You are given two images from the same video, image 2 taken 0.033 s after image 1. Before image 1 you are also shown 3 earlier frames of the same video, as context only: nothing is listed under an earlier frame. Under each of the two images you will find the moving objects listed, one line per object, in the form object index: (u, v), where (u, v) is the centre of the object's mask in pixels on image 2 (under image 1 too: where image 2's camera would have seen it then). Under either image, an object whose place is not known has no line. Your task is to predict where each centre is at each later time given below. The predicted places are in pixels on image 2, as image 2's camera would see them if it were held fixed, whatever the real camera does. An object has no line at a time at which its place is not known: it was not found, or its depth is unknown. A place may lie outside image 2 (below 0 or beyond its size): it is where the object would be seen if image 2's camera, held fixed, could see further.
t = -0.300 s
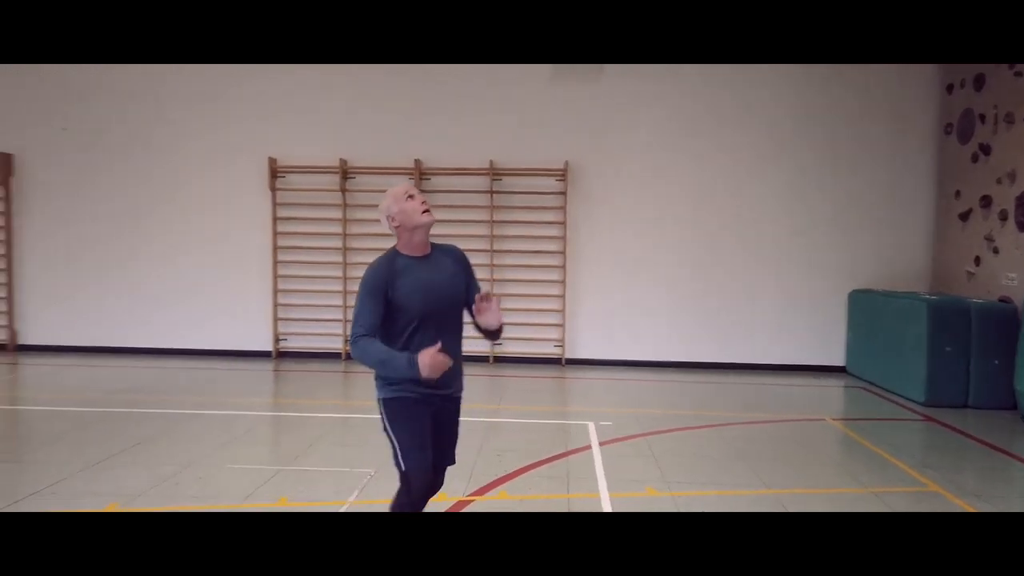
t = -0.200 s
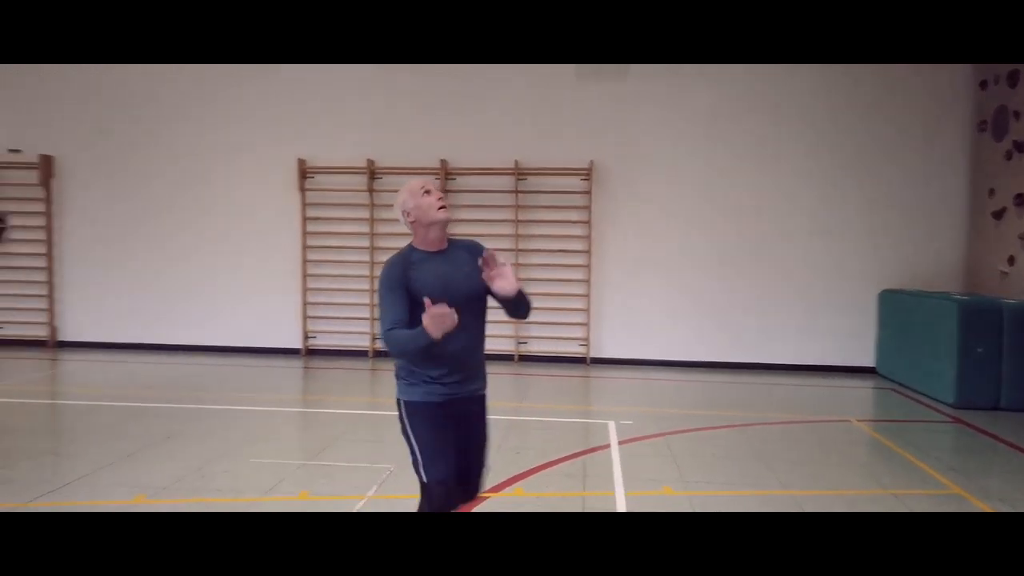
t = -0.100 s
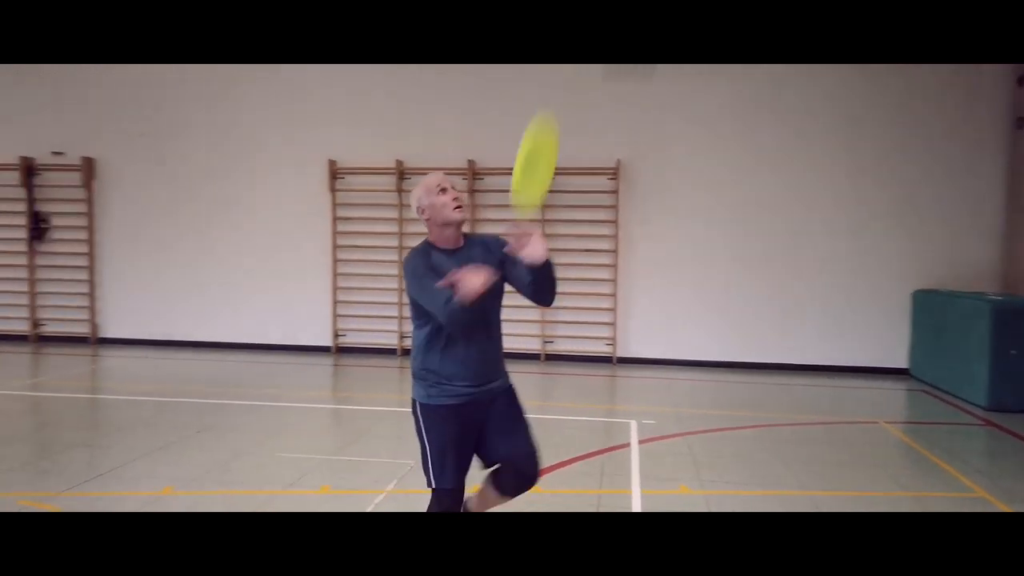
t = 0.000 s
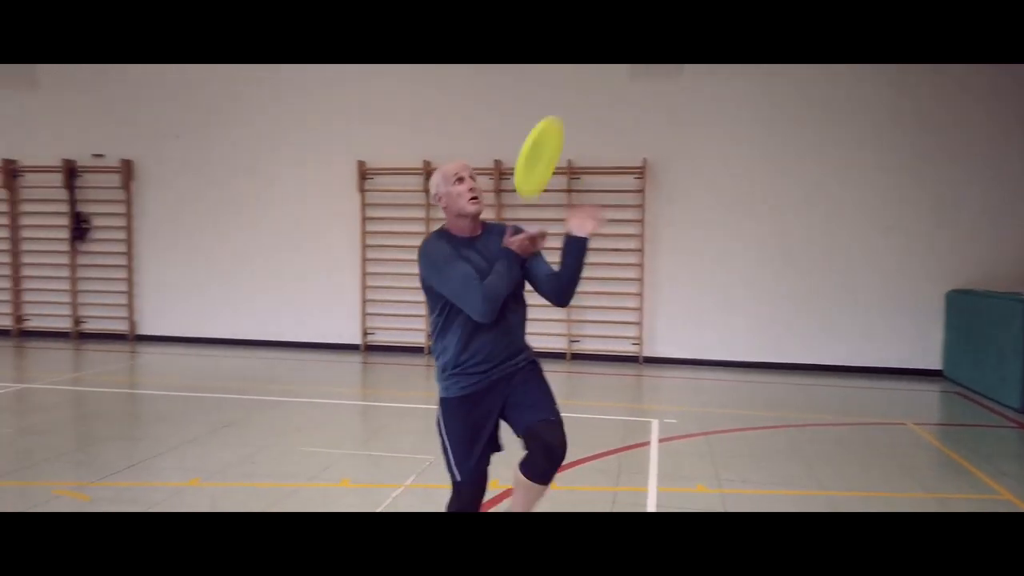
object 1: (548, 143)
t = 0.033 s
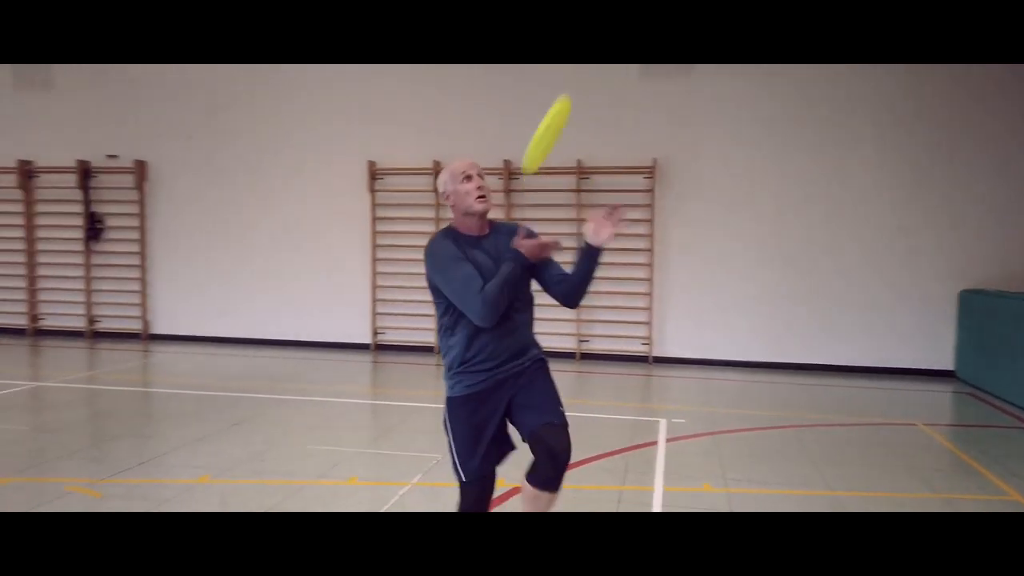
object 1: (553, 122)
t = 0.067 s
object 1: (553, 98)
